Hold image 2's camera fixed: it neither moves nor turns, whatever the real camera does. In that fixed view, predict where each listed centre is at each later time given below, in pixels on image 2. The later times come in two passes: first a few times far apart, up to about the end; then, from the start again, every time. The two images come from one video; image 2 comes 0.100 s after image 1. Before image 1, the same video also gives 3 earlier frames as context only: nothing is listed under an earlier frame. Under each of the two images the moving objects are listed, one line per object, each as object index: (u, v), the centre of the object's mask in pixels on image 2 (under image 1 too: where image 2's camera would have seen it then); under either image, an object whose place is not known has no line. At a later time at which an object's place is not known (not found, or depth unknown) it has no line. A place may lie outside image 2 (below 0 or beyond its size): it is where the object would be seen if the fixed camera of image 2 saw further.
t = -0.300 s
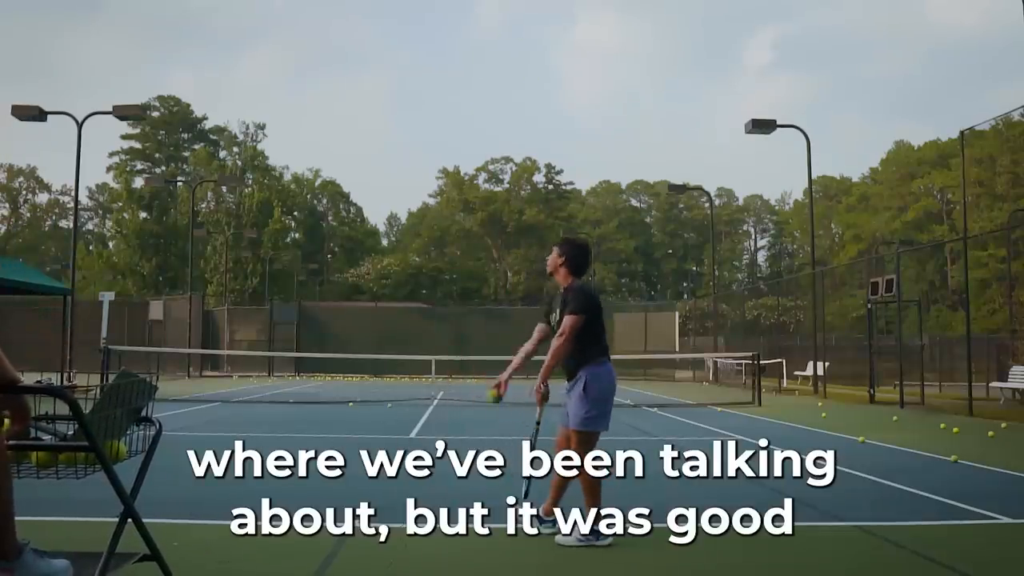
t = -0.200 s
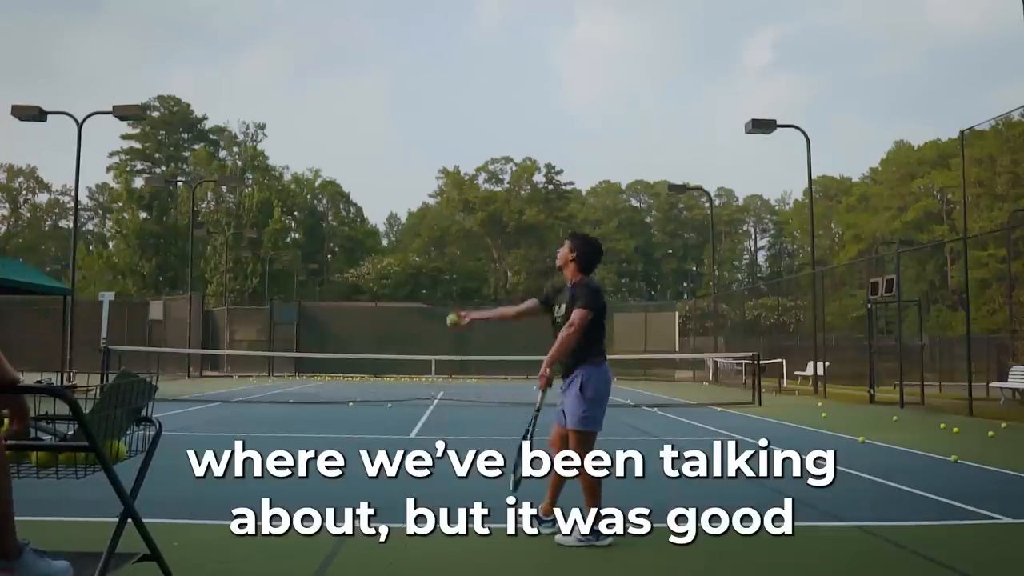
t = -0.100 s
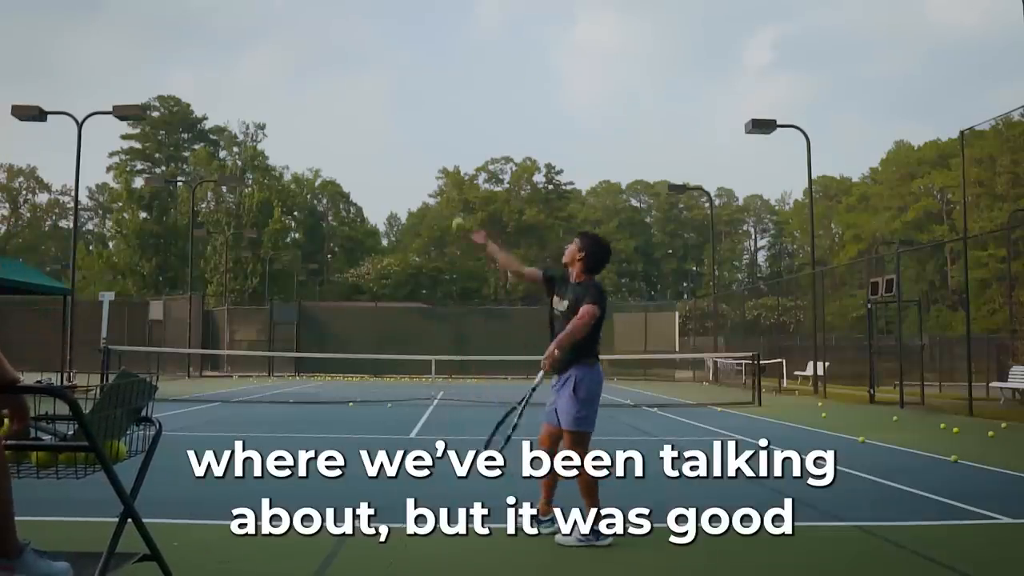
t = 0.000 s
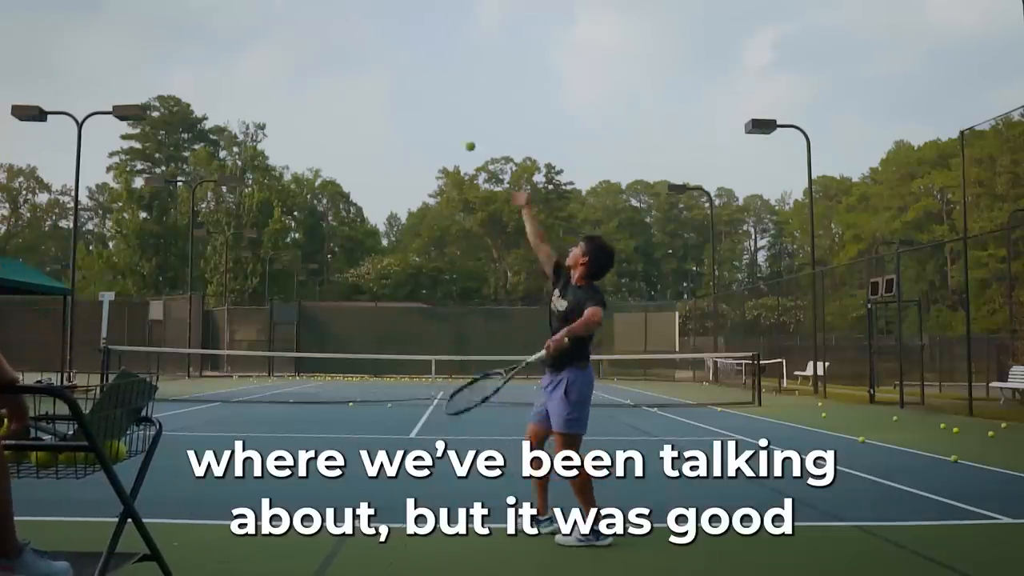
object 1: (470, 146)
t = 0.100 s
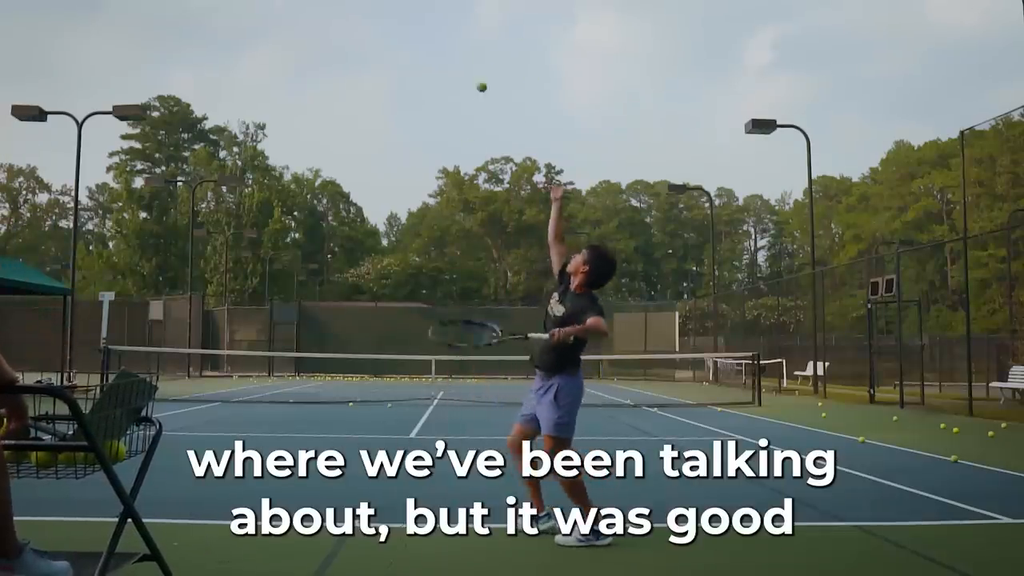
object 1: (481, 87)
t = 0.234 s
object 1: (496, 36)
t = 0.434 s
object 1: (516, 12)
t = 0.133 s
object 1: (485, 71)
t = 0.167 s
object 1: (489, 58)
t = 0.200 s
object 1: (492, 46)
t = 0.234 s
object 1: (496, 36)
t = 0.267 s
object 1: (500, 27)
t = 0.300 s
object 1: (503, 21)
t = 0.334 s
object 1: (506, 16)
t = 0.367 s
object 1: (510, 13)
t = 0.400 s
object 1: (513, 12)
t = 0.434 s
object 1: (516, 12)
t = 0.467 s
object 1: (519, 14)
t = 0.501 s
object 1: (523, 17)
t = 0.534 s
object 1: (527, 22)
